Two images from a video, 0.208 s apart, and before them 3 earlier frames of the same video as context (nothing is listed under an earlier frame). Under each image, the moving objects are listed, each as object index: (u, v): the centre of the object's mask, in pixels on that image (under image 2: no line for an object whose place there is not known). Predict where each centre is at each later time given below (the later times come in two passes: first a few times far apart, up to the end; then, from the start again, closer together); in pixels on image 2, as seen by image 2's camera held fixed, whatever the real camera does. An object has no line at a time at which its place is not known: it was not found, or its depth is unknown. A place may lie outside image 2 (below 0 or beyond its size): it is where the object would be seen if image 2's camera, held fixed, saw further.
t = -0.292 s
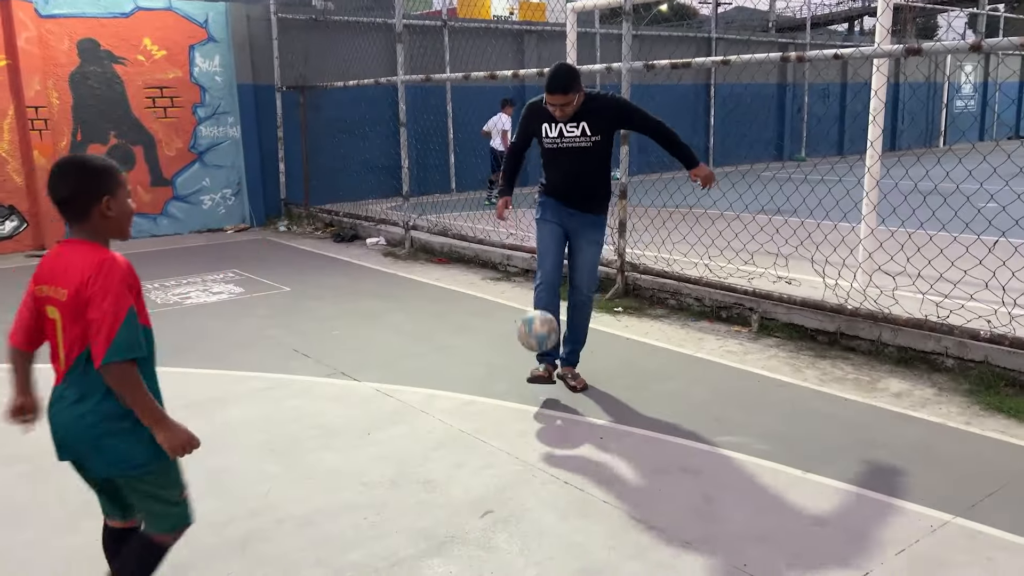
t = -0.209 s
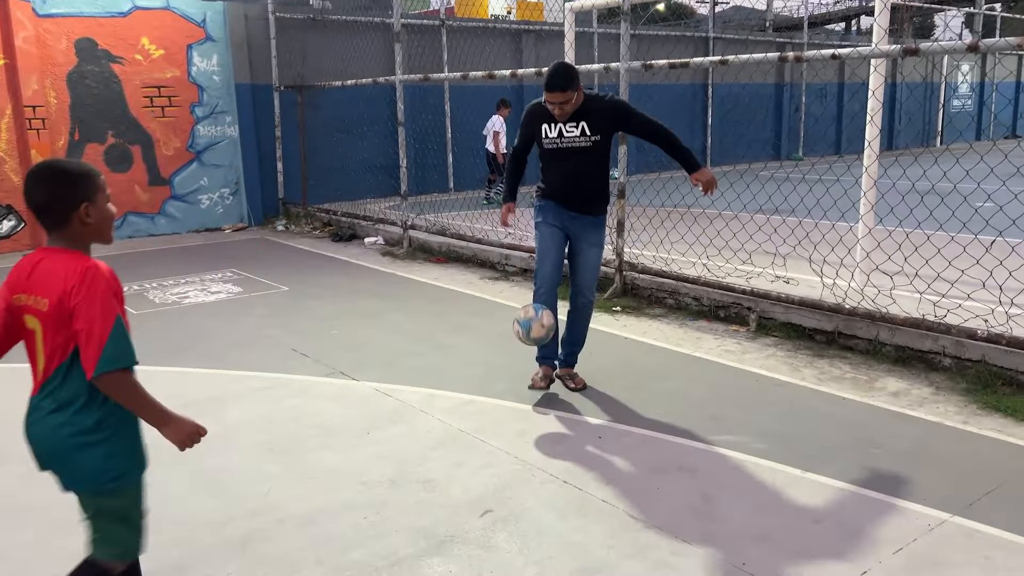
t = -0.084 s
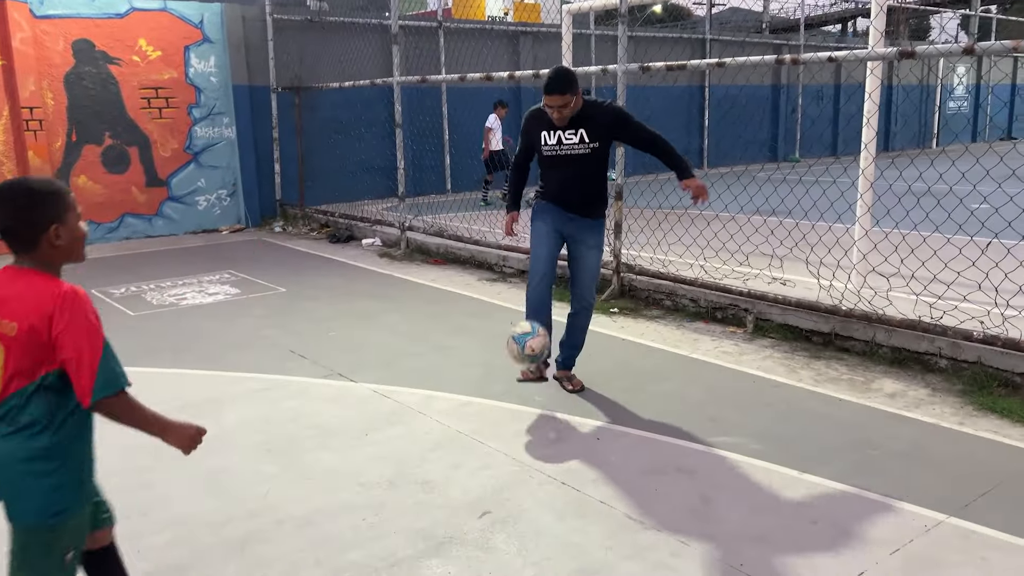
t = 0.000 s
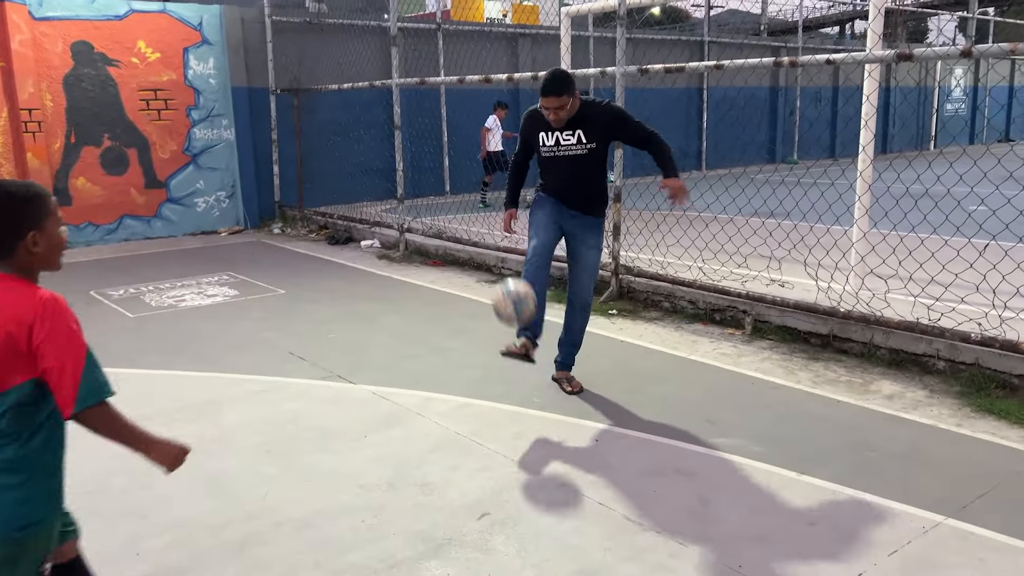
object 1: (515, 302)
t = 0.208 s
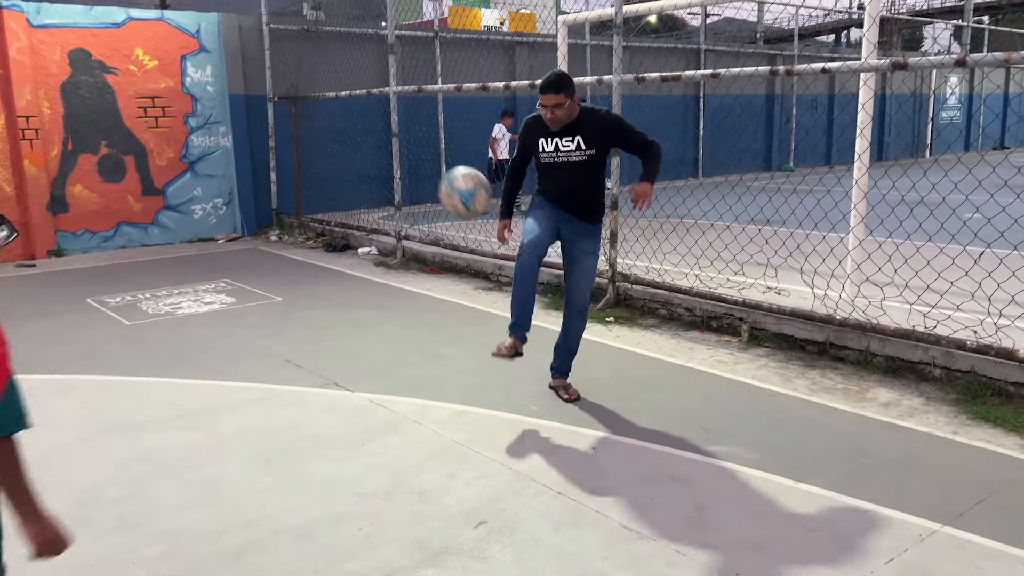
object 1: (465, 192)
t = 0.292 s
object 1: (443, 168)
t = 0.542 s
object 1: (376, 201)
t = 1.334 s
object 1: (188, 439)
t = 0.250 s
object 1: (454, 178)
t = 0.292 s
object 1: (443, 168)
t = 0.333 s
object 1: (432, 161)
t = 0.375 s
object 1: (421, 159)
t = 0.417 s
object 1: (410, 162)
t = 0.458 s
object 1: (398, 170)
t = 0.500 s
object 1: (387, 183)
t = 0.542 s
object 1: (376, 201)
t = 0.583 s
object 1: (366, 226)
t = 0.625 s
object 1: (354, 256)
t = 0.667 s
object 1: (344, 294)
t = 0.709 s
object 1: (333, 336)
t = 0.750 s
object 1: (321, 388)
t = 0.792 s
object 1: (309, 449)
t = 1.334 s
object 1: (188, 439)
